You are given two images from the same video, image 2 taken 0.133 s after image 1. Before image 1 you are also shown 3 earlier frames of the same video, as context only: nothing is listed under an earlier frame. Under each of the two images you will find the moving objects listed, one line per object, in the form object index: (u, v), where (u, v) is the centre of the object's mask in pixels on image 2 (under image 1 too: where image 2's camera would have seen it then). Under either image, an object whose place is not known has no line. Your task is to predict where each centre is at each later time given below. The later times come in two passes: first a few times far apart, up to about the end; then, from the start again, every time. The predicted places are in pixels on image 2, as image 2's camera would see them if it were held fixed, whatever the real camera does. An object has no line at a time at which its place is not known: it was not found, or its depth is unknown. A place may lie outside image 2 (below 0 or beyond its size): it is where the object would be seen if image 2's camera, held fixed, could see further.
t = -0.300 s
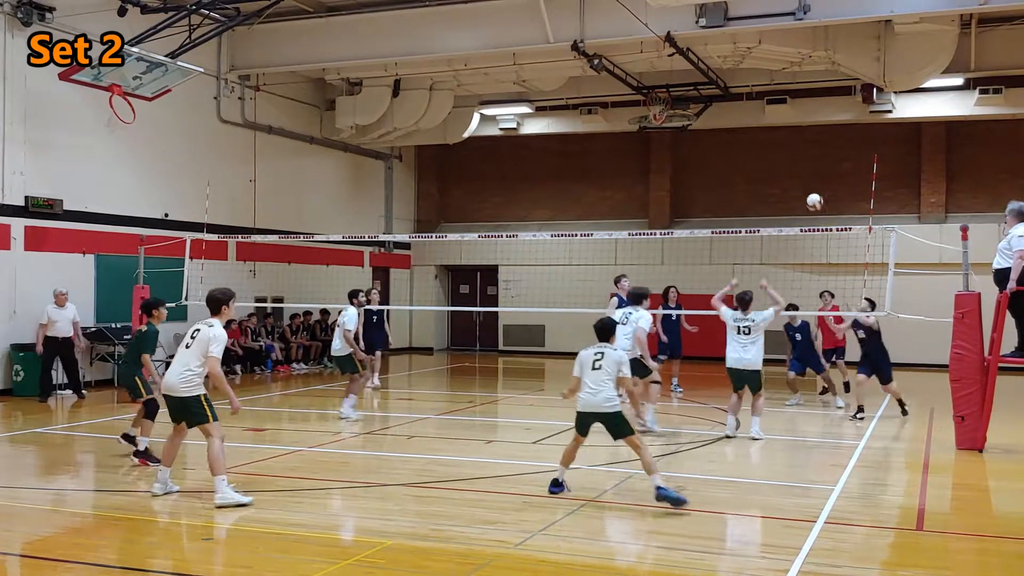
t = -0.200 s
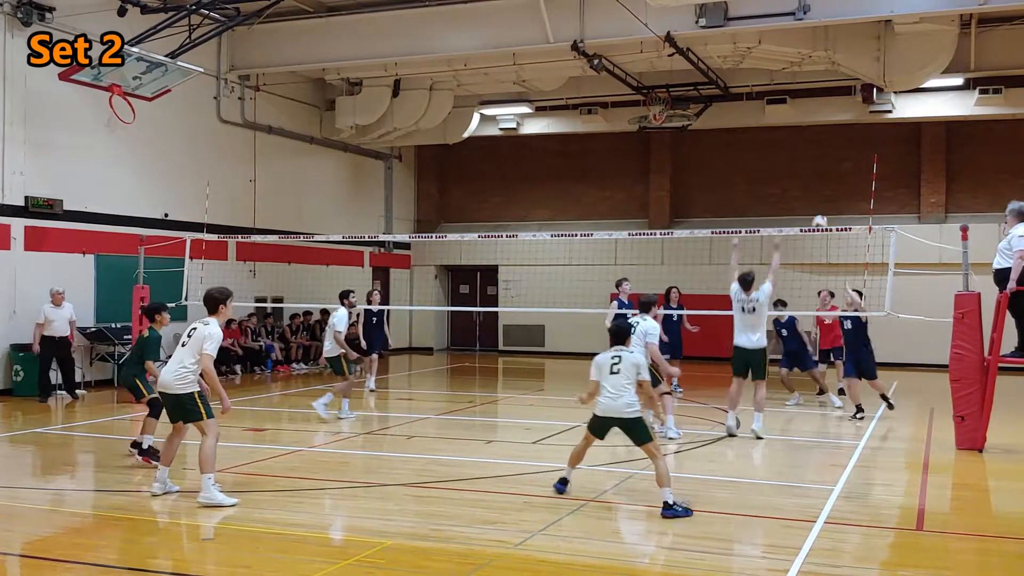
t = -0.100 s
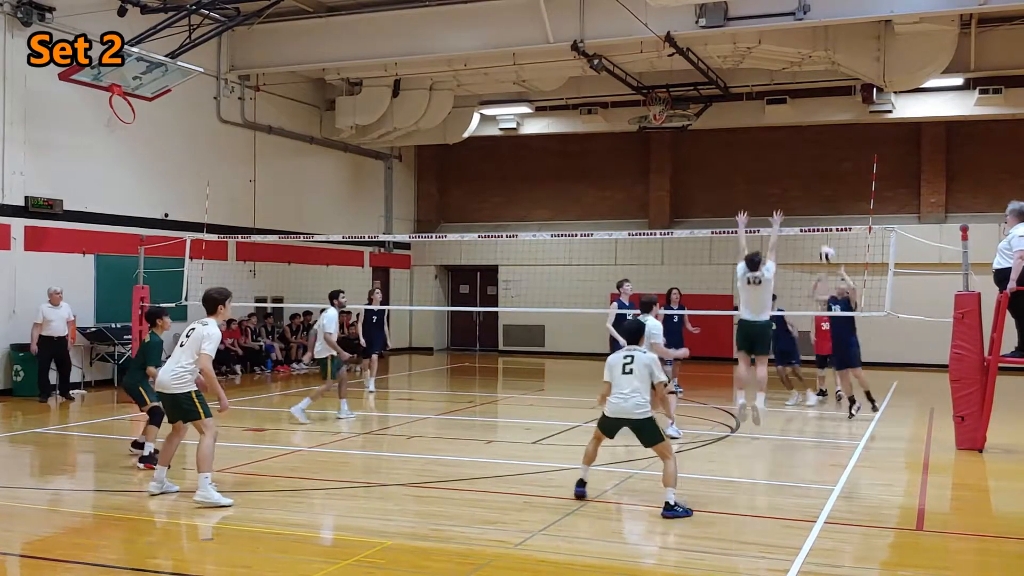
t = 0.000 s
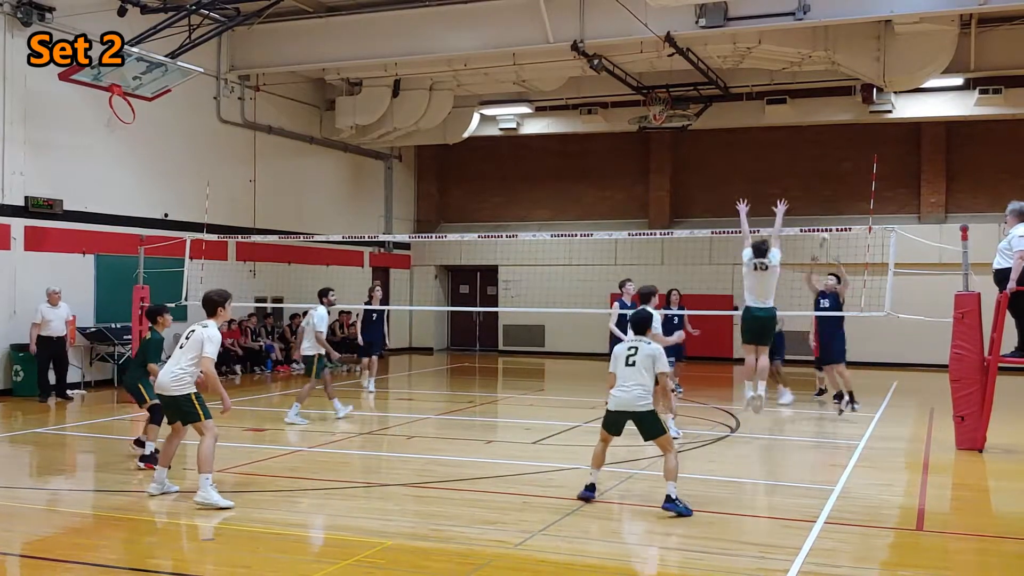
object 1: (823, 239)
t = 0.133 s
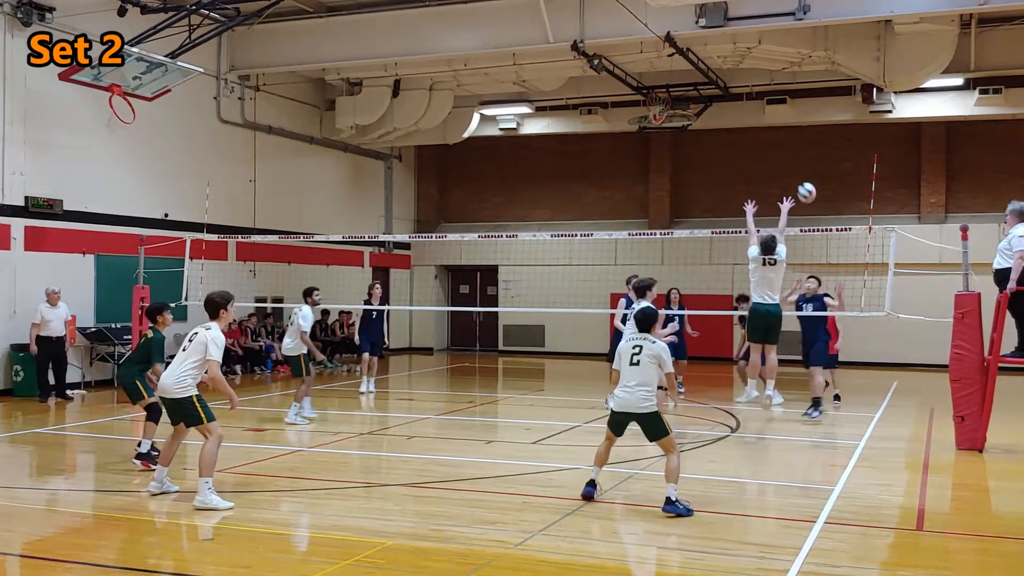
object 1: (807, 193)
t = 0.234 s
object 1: (795, 165)
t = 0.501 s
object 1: (757, 129)
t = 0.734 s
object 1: (715, 150)
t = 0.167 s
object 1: (803, 183)
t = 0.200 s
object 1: (799, 173)
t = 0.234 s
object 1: (795, 165)
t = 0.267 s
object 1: (790, 158)
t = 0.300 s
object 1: (786, 151)
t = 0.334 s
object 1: (781, 145)
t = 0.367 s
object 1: (777, 140)
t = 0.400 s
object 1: (772, 135)
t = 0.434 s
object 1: (767, 132)
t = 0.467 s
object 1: (762, 130)
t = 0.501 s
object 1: (757, 129)
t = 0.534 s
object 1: (752, 128)
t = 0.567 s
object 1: (746, 129)
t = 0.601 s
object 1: (740, 131)
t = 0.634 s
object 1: (734, 134)
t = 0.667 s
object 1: (728, 137)
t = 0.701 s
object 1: (721, 143)
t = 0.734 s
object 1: (715, 150)
